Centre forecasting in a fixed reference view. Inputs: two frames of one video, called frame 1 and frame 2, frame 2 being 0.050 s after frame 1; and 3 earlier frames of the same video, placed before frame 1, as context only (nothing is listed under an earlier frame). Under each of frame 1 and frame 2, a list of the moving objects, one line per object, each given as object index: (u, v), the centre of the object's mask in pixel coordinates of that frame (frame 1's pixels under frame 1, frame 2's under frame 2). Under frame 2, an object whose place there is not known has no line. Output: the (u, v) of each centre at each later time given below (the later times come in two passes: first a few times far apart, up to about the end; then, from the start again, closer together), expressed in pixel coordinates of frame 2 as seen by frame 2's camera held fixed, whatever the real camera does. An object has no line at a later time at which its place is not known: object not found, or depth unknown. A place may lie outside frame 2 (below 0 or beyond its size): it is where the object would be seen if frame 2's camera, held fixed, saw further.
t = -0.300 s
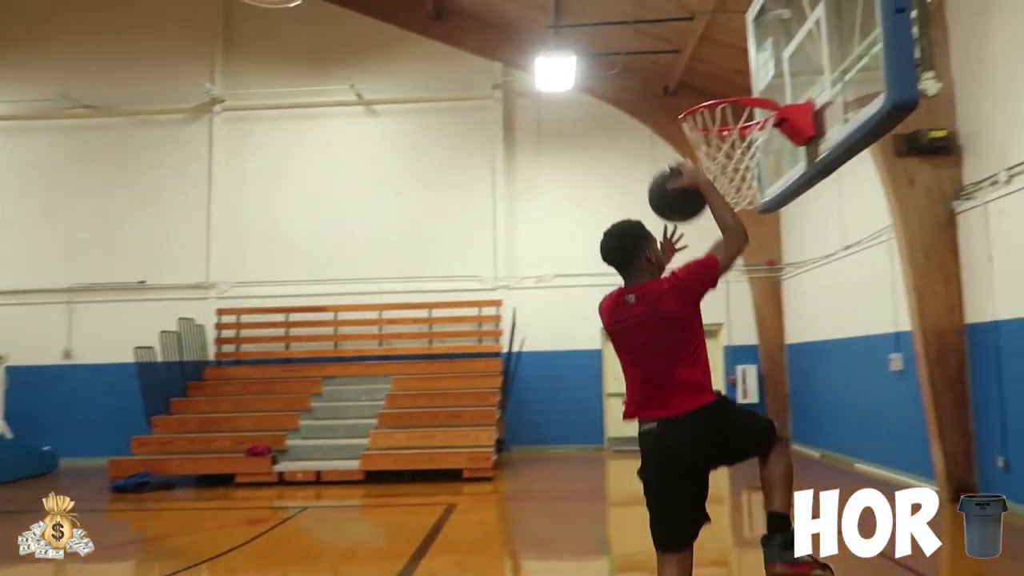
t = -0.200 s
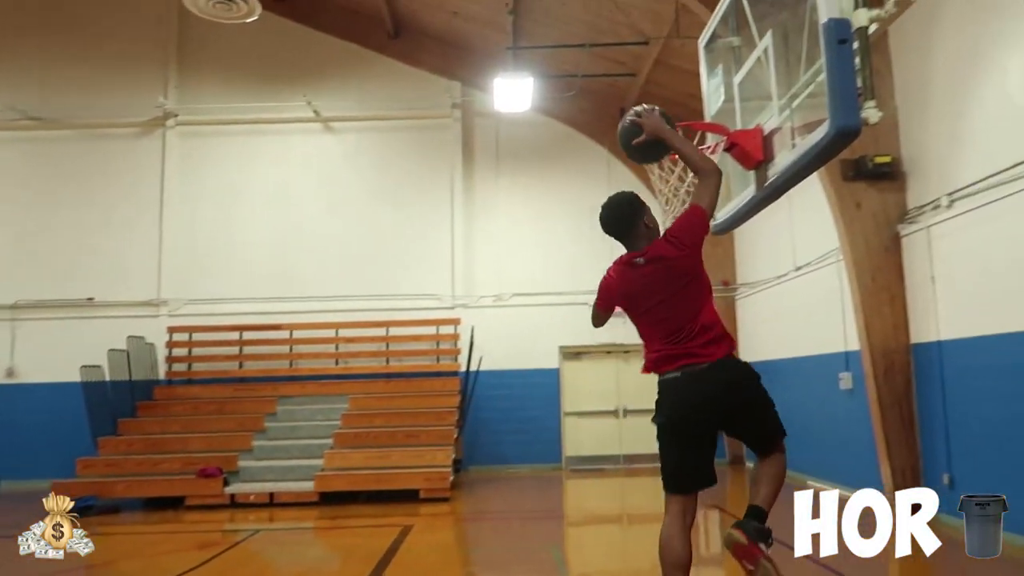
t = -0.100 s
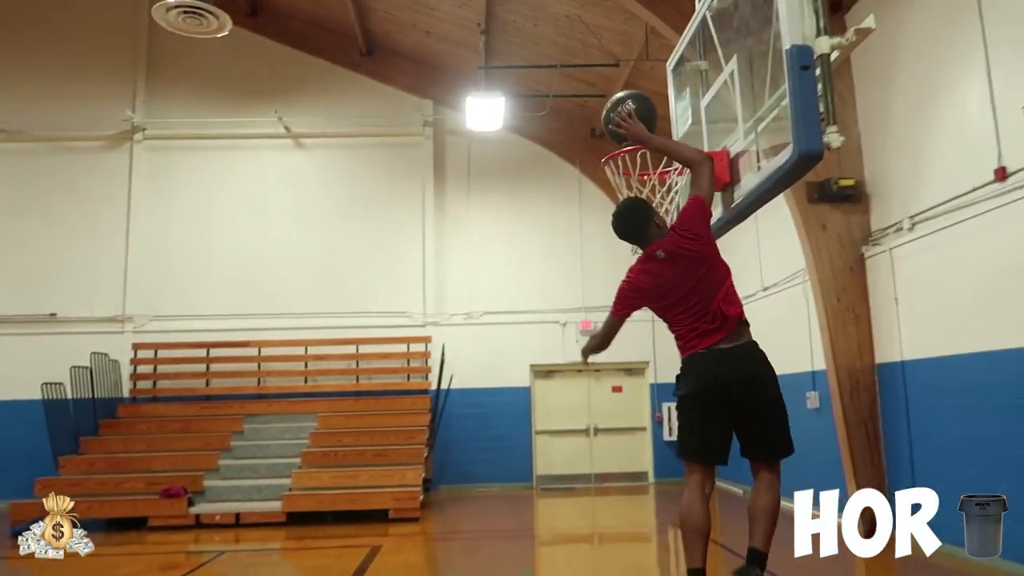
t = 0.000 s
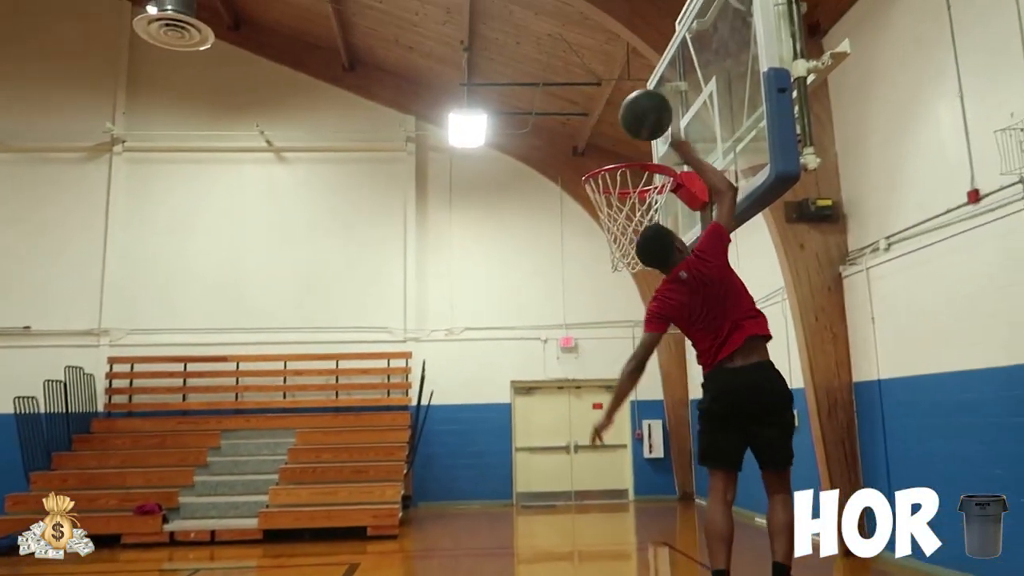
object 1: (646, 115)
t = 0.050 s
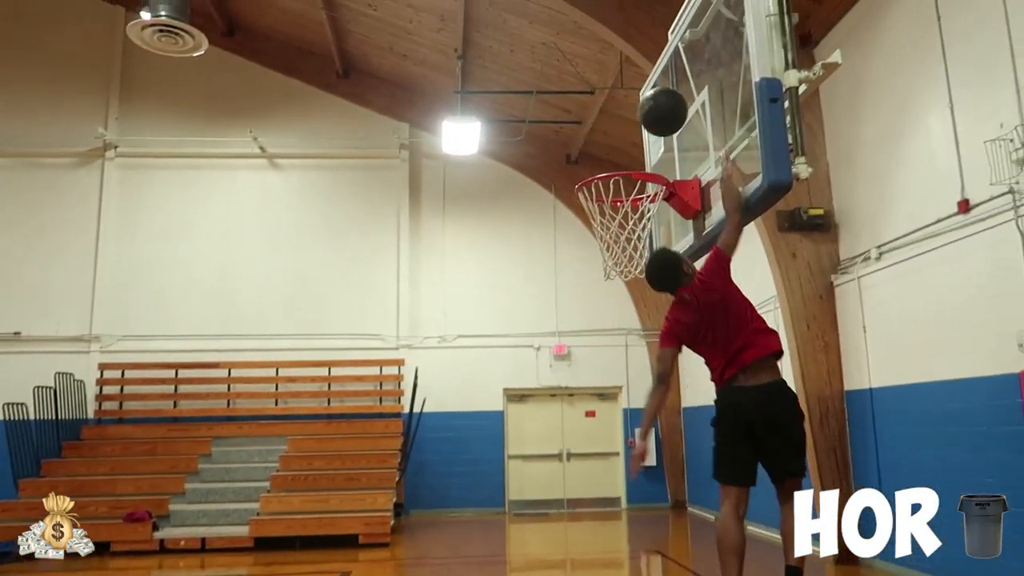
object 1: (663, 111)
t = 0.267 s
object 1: (590, 150)
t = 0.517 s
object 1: (503, 193)
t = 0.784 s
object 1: (421, 342)
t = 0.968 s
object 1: (364, 524)
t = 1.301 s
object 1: (275, 527)
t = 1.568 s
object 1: (220, 403)
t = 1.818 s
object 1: (166, 404)
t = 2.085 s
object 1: (104, 525)
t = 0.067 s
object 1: (670, 109)
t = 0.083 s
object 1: (677, 106)
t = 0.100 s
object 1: (681, 106)
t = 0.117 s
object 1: (670, 108)
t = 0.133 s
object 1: (661, 111)
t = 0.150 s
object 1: (652, 114)
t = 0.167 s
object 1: (642, 118)
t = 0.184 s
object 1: (633, 122)
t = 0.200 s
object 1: (625, 127)
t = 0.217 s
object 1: (616, 132)
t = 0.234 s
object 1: (607, 137)
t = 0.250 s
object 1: (599, 143)
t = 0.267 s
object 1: (590, 150)
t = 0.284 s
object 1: (581, 157)
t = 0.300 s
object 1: (573, 163)
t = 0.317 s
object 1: (568, 164)
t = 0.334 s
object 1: (563, 164)
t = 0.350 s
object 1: (558, 164)
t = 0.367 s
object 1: (552, 165)
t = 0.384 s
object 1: (546, 166)
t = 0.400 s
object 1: (540, 168)
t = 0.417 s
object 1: (535, 170)
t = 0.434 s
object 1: (530, 172)
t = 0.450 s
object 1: (524, 176)
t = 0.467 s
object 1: (519, 179)
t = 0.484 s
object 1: (514, 183)
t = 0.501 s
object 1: (508, 188)
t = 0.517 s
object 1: (503, 193)
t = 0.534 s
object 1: (498, 198)
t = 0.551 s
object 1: (492, 204)
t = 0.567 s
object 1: (487, 211)
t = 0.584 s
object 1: (483, 217)
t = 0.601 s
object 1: (478, 225)
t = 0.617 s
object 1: (473, 233)
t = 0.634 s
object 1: (468, 242)
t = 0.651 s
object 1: (462, 251)
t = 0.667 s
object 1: (457, 260)
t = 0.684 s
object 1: (452, 270)
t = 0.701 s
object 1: (447, 281)
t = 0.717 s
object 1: (442, 292)
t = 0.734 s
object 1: (437, 304)
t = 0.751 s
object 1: (432, 316)
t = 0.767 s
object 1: (427, 328)
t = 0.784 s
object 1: (421, 342)
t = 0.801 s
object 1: (416, 355)
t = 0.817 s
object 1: (409, 369)
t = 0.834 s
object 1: (406, 384)
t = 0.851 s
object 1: (401, 399)
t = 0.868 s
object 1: (396, 415)
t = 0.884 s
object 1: (391, 432)
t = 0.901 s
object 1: (385, 449)
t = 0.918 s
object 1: (381, 466)
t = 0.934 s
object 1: (373, 485)
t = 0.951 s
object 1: (371, 503)
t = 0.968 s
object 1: (364, 524)
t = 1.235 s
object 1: (290, 566)
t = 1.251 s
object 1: (283, 561)
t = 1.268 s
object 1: (283, 550)
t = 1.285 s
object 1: (280, 536)
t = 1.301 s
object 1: (275, 527)
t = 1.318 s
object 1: (272, 513)
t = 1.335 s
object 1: (269, 502)
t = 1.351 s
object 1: (266, 492)
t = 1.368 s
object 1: (262, 482)
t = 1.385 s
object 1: (257, 474)
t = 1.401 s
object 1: (254, 465)
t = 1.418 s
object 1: (251, 454)
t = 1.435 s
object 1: (248, 446)
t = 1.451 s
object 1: (245, 438)
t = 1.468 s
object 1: (241, 432)
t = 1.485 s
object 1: (237, 427)
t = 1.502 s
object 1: (235, 421)
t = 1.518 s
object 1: (231, 416)
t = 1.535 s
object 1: (227, 411)
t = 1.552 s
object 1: (223, 407)
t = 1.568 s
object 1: (220, 403)
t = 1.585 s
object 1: (217, 400)
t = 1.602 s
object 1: (213, 397)
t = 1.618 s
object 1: (210, 394)
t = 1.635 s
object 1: (206, 392)
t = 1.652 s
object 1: (203, 391)
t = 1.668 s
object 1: (199, 390)
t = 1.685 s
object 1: (195, 390)
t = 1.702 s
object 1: (192, 390)
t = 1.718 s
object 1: (188, 390)
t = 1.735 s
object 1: (185, 392)
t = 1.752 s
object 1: (181, 393)
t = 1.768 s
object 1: (177, 395)
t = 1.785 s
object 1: (173, 398)
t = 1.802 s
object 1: (170, 400)
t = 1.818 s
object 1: (166, 404)
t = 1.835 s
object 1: (163, 408)
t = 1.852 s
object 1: (159, 414)
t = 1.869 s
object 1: (155, 417)
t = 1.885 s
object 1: (151, 423)
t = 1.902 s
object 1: (148, 429)
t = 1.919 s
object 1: (144, 436)
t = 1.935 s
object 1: (140, 442)
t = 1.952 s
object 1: (136, 449)
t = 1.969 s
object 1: (132, 457)
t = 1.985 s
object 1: (128, 465)
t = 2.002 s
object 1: (124, 474)
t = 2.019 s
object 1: (120, 483)
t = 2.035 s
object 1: (116, 493)
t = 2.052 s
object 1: (113, 502)
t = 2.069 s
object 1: (108, 514)
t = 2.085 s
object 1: (104, 525)
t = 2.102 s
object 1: (100, 536)
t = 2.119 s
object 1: (96, 548)
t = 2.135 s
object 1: (92, 560)
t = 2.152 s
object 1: (88, 573)
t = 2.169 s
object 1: (83, 587)
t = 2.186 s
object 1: (79, 601)
